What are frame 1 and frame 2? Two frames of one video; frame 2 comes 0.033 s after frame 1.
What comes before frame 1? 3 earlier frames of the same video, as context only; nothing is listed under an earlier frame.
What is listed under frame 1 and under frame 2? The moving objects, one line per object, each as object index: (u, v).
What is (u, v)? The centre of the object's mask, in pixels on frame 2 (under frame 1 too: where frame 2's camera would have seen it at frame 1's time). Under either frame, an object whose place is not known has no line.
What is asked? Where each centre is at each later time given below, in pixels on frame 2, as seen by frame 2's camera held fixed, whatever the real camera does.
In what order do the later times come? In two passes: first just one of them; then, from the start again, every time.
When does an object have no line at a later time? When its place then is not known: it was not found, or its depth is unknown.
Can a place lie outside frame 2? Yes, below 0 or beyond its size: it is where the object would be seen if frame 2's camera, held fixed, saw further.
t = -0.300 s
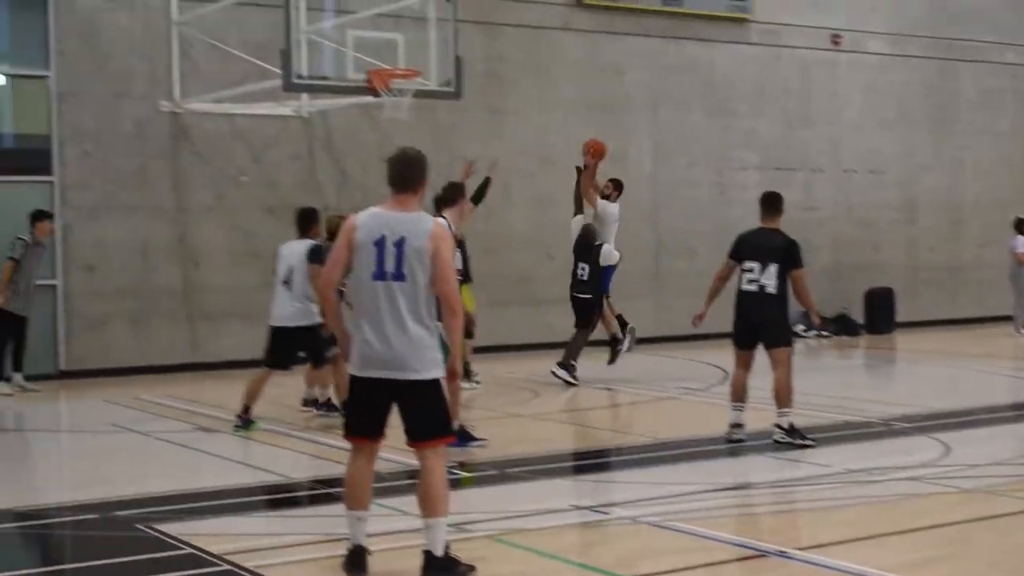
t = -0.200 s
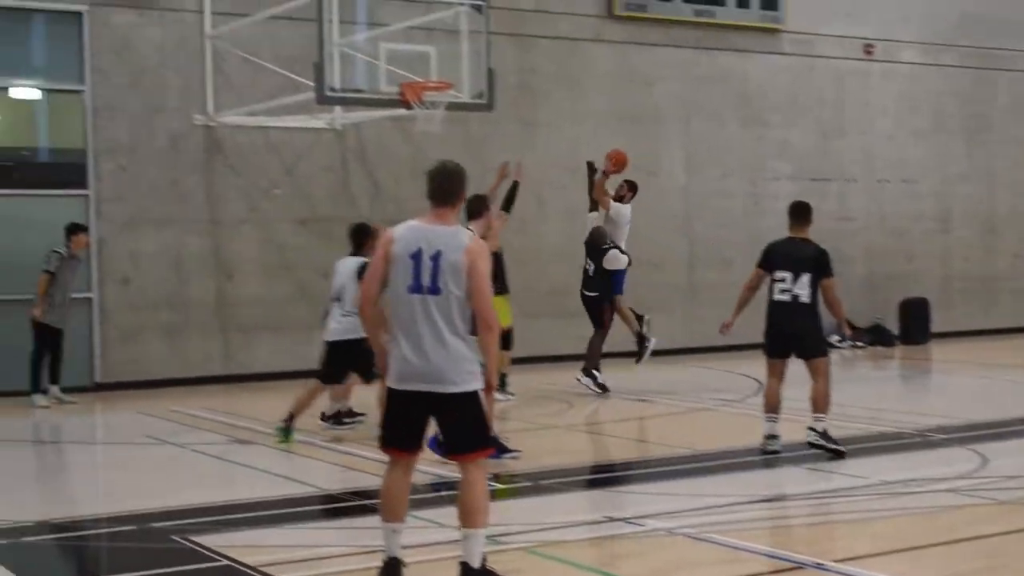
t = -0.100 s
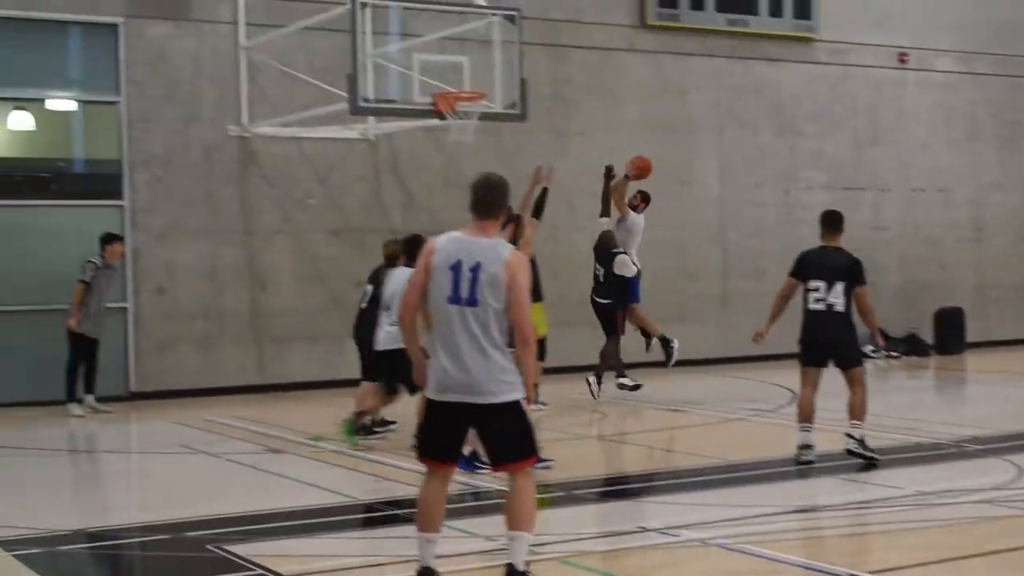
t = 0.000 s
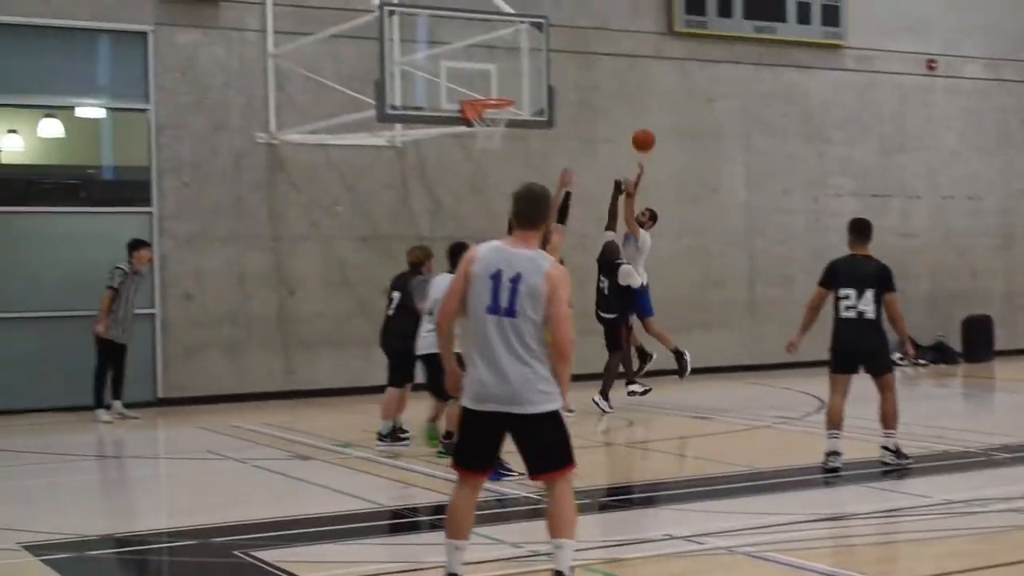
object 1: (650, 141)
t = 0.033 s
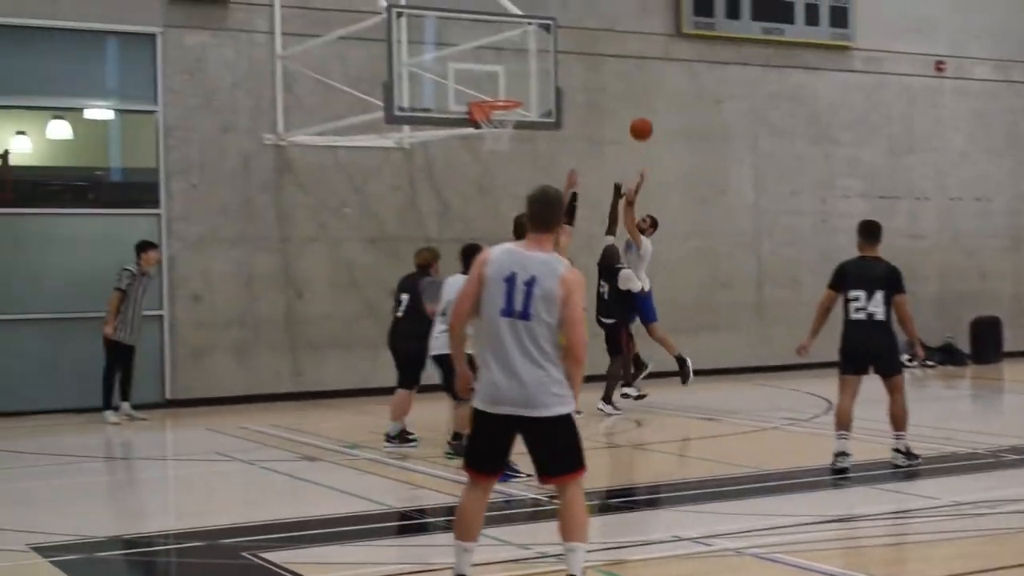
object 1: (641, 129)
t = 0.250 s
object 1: (581, 68)
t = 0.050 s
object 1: (637, 123)
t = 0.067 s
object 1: (632, 117)
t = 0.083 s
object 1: (627, 112)
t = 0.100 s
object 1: (623, 106)
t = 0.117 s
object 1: (619, 101)
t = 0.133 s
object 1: (613, 96)
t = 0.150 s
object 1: (609, 92)
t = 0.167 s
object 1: (605, 87)
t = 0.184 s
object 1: (600, 82)
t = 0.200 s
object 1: (596, 78)
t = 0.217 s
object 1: (591, 74)
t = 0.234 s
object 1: (586, 72)
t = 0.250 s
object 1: (581, 68)
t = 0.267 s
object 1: (576, 65)
